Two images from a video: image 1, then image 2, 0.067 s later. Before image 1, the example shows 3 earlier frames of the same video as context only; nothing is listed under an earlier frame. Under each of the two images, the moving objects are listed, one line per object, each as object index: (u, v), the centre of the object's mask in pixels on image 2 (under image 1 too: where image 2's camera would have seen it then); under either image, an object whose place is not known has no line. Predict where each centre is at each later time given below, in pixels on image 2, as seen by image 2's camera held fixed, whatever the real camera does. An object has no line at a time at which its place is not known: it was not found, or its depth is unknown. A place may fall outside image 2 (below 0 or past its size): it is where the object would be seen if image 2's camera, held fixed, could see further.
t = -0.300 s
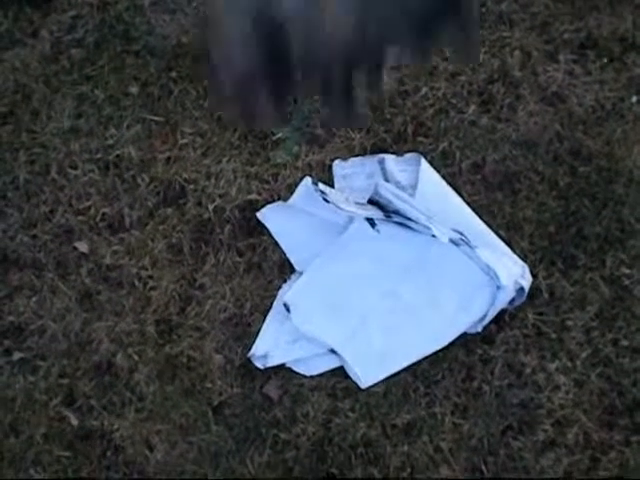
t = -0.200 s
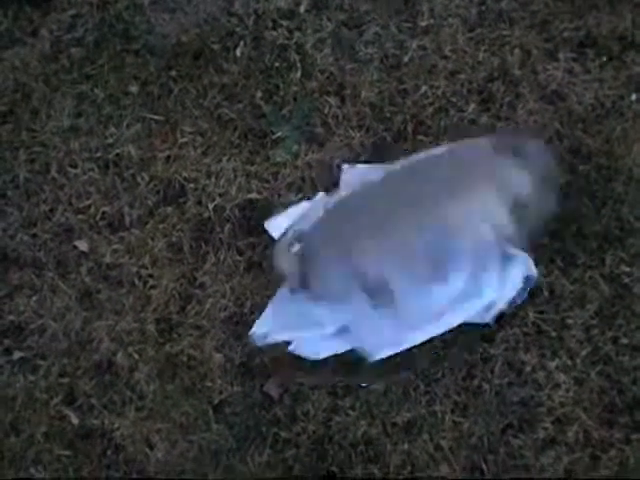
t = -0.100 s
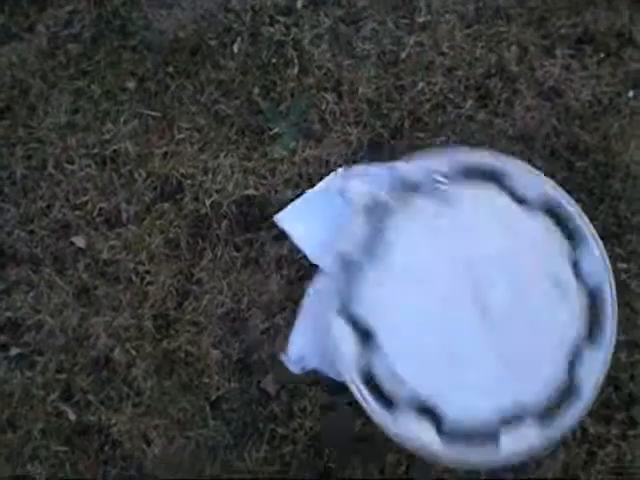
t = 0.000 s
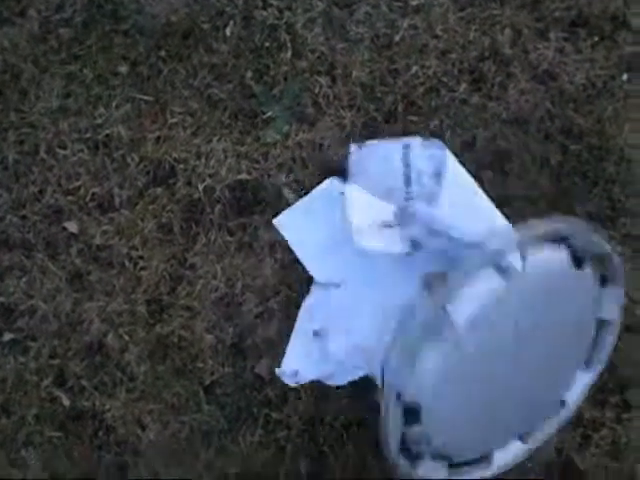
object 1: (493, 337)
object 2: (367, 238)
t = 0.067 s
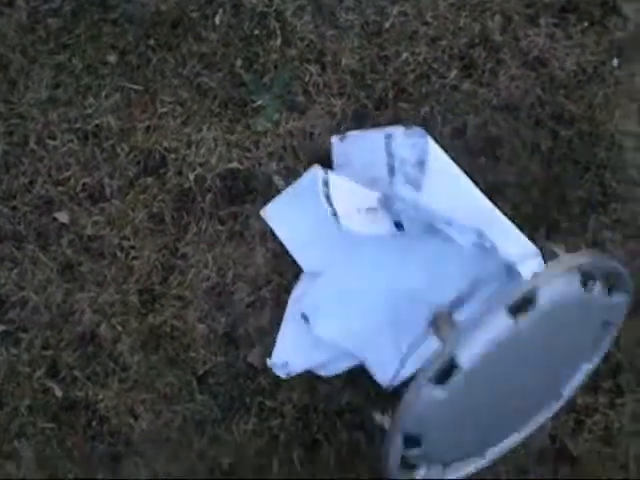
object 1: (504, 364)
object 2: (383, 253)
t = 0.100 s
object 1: (506, 376)
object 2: (386, 255)
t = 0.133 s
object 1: (504, 397)
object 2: (387, 257)
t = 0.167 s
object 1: (500, 409)
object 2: (387, 256)
